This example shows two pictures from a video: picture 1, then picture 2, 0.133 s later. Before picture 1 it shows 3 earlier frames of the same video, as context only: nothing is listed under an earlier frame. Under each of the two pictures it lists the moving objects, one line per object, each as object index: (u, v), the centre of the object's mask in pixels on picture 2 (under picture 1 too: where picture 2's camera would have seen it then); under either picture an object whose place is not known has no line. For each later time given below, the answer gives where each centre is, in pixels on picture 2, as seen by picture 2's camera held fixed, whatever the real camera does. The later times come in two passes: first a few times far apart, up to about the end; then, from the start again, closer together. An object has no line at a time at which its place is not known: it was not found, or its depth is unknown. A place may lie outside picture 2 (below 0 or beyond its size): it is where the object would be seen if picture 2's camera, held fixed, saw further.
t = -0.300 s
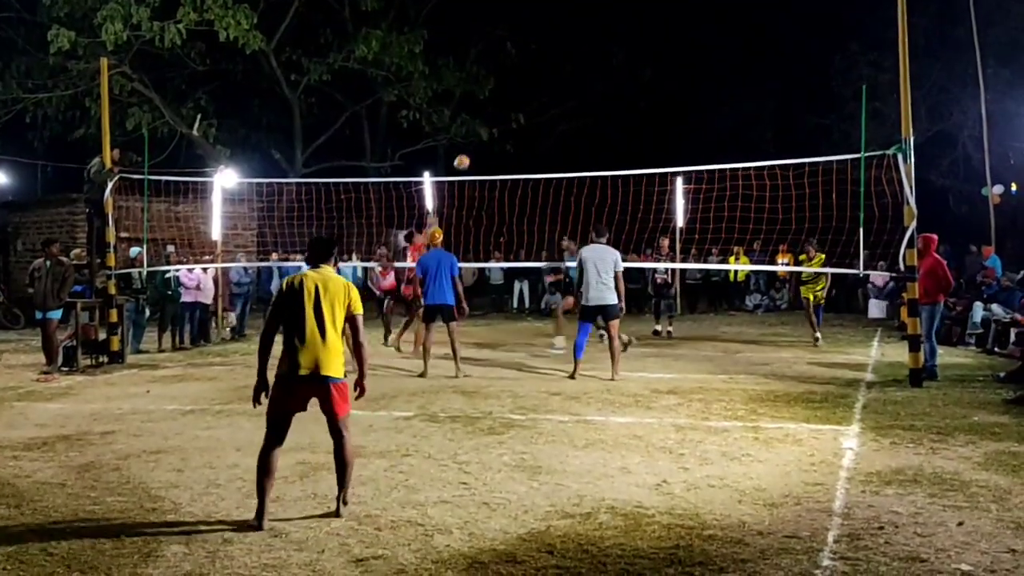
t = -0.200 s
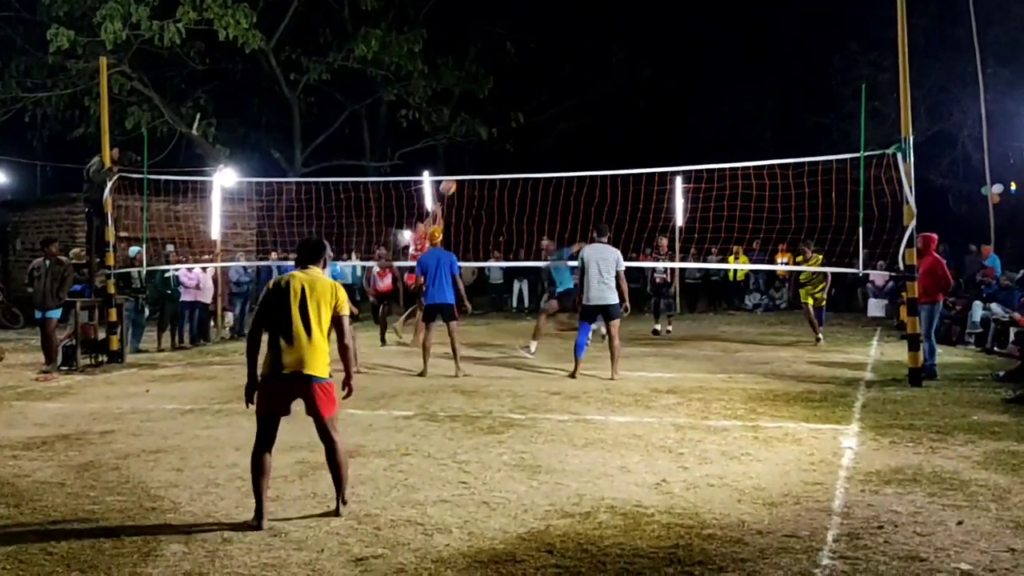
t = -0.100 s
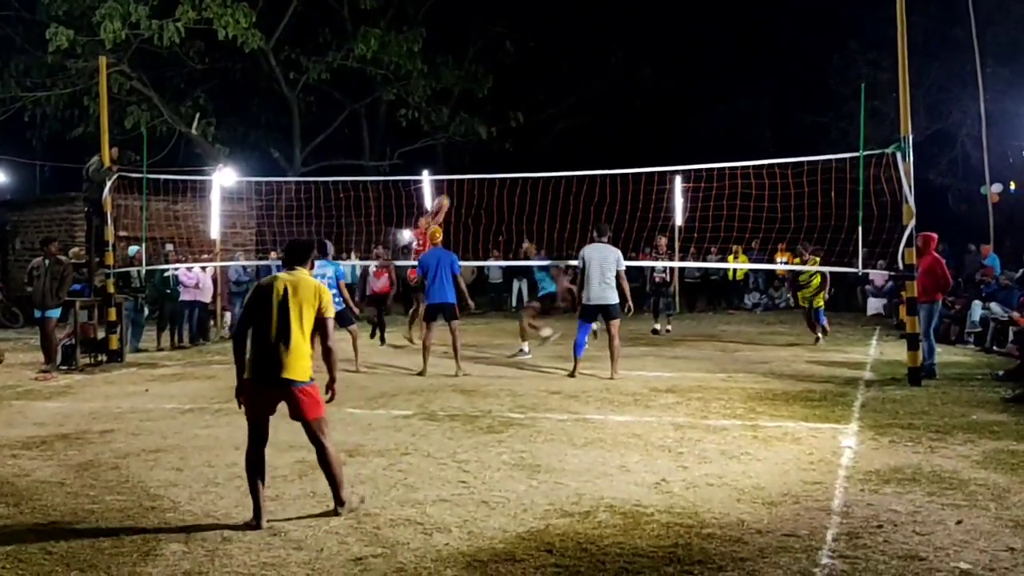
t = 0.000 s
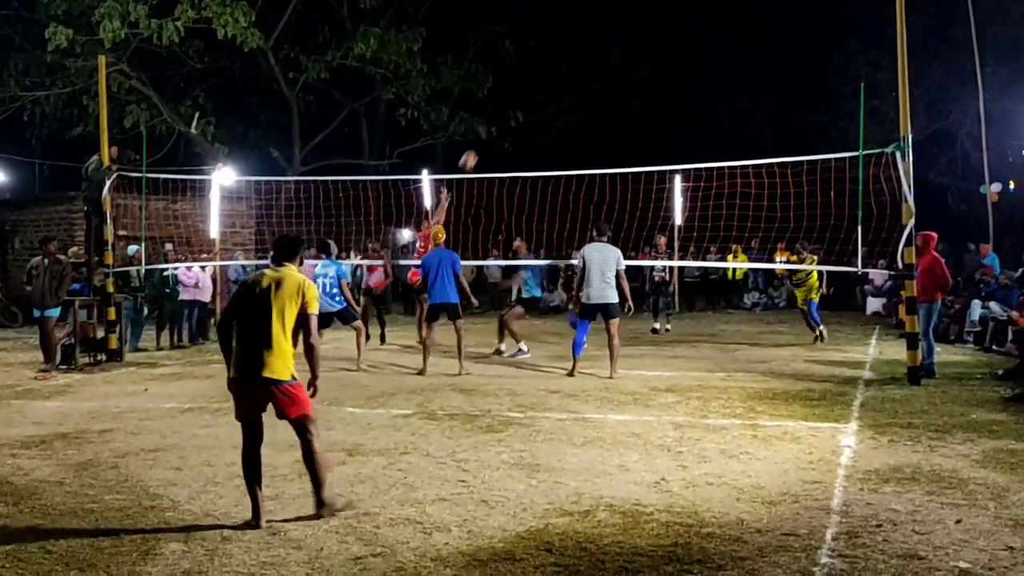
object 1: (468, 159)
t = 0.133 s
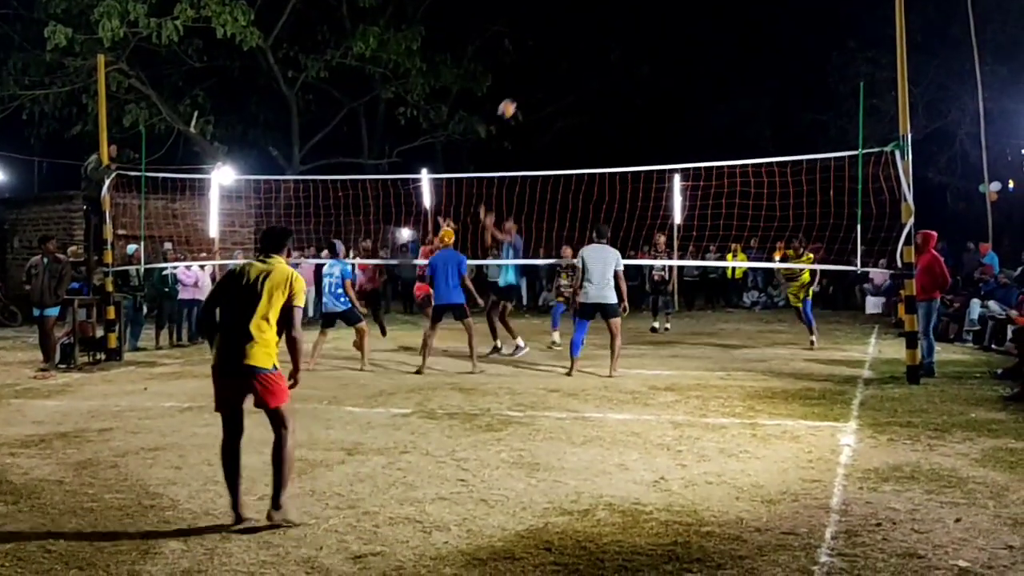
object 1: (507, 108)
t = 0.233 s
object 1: (537, 78)
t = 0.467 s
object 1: (607, 36)
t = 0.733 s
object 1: (689, 37)
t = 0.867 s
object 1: (731, 58)
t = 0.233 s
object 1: (537, 78)
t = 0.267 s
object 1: (546, 70)
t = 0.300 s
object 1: (556, 62)
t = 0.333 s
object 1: (567, 55)
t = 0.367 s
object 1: (577, 49)
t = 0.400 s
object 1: (587, 44)
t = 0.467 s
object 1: (607, 36)
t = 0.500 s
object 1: (617, 34)
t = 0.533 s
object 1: (627, 32)
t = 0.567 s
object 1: (638, 31)
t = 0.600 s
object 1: (648, 31)
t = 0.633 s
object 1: (658, 31)
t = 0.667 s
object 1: (669, 32)
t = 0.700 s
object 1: (679, 34)
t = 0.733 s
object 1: (689, 37)
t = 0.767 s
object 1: (700, 41)
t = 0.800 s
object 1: (710, 46)
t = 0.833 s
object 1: (720, 52)
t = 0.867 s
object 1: (731, 58)
